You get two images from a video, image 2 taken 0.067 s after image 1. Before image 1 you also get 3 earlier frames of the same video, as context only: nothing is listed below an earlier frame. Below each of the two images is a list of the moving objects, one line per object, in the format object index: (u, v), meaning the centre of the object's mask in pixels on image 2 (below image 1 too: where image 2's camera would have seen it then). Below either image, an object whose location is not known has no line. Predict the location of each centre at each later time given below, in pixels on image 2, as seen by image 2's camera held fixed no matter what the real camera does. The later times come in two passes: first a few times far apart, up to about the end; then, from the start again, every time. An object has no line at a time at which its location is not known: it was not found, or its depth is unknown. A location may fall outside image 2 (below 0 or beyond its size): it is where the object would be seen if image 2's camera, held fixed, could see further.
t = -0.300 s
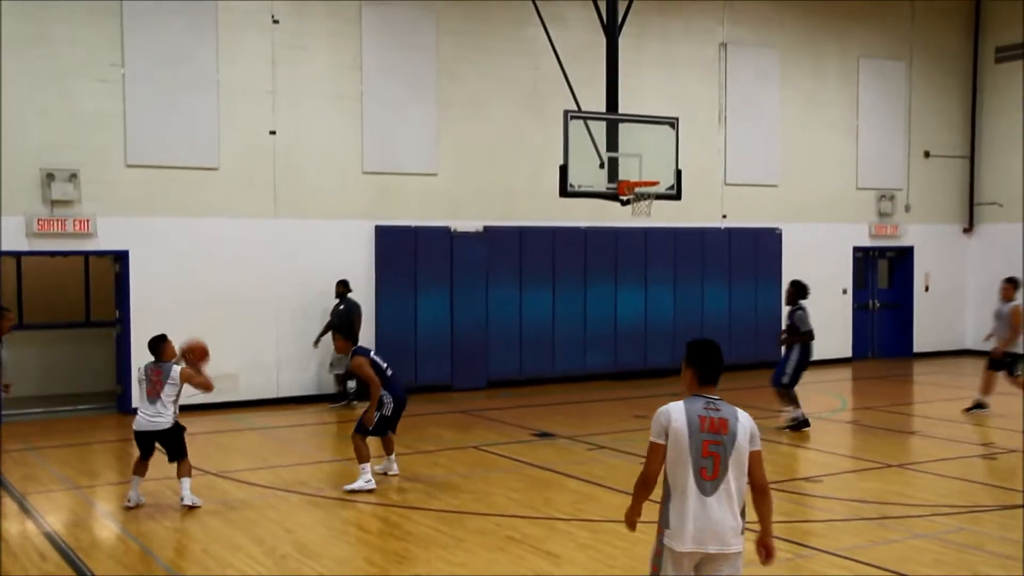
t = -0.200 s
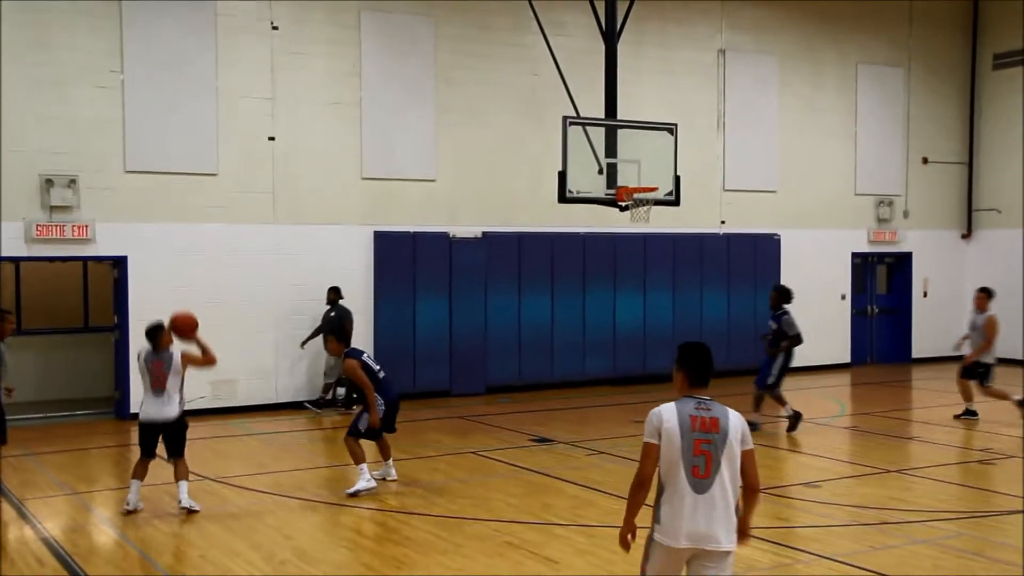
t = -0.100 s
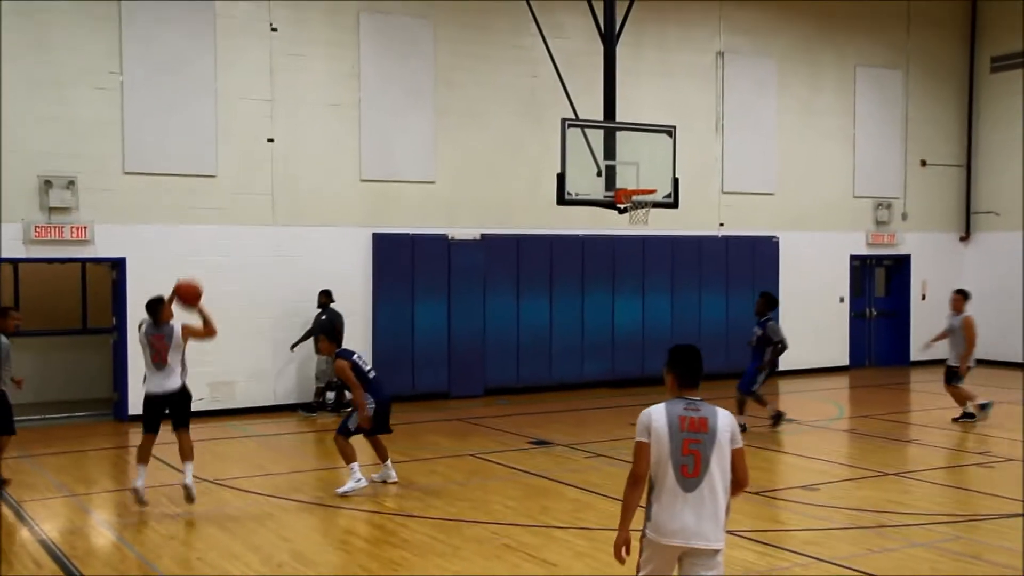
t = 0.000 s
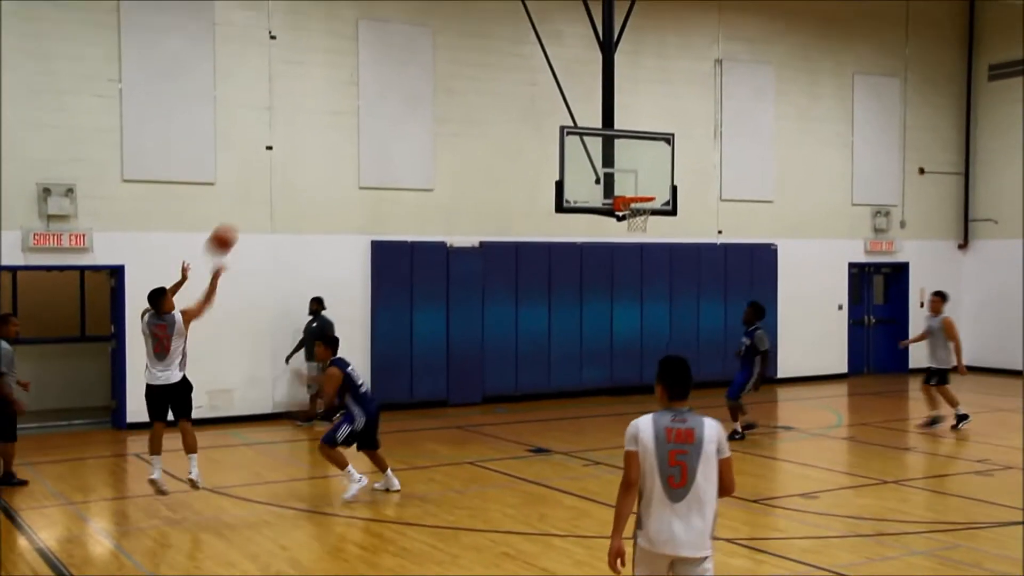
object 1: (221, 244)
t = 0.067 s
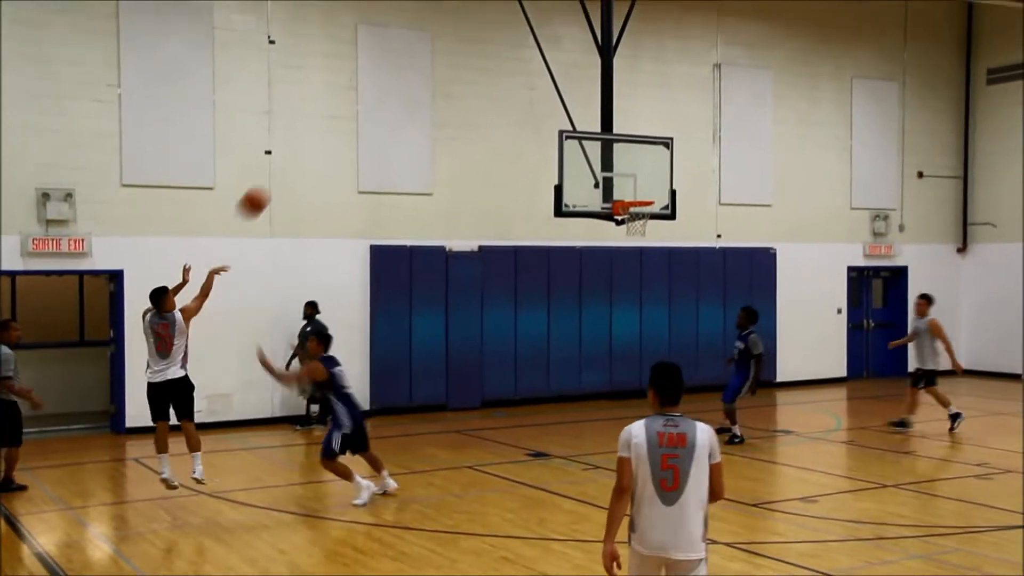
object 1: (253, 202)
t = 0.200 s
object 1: (315, 136)
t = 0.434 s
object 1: (409, 75)
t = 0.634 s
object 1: (480, 66)
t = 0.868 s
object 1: (552, 99)
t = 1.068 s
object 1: (608, 155)
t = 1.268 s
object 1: (650, 218)
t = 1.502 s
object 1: (663, 237)
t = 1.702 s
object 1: (676, 283)
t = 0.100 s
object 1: (269, 183)
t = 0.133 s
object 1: (284, 167)
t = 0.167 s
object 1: (299, 151)
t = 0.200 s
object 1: (315, 136)
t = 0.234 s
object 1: (328, 124)
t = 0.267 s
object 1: (343, 112)
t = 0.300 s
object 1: (358, 102)
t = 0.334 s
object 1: (371, 93)
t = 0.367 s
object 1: (383, 86)
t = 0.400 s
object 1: (396, 80)
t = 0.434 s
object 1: (409, 75)
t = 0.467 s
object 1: (422, 70)
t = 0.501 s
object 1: (434, 68)
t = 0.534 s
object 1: (445, 65)
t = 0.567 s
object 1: (457, 65)
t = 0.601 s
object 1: (468, 65)
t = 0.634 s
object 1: (480, 66)
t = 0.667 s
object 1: (491, 68)
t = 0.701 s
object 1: (502, 71)
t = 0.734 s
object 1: (512, 75)
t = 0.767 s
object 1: (522, 79)
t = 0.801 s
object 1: (533, 85)
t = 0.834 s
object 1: (543, 91)
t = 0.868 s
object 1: (552, 99)
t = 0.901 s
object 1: (562, 106)
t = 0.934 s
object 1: (571, 115)
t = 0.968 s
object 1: (581, 123)
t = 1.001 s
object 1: (590, 134)
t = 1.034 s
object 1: (599, 145)
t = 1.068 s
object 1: (608, 155)
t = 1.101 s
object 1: (616, 169)
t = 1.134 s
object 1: (623, 181)
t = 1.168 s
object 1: (632, 192)
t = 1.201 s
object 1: (643, 211)
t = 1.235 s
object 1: (647, 218)
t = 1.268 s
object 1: (650, 218)
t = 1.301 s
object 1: (652, 218)
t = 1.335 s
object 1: (654, 220)
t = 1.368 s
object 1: (656, 221)
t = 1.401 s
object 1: (657, 224)
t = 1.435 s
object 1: (659, 228)
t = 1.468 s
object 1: (661, 232)
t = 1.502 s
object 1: (663, 237)
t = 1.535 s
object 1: (665, 242)
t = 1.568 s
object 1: (667, 250)
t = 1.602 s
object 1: (669, 256)
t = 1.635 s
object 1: (673, 265)
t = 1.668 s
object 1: (674, 274)
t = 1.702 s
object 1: (676, 283)
